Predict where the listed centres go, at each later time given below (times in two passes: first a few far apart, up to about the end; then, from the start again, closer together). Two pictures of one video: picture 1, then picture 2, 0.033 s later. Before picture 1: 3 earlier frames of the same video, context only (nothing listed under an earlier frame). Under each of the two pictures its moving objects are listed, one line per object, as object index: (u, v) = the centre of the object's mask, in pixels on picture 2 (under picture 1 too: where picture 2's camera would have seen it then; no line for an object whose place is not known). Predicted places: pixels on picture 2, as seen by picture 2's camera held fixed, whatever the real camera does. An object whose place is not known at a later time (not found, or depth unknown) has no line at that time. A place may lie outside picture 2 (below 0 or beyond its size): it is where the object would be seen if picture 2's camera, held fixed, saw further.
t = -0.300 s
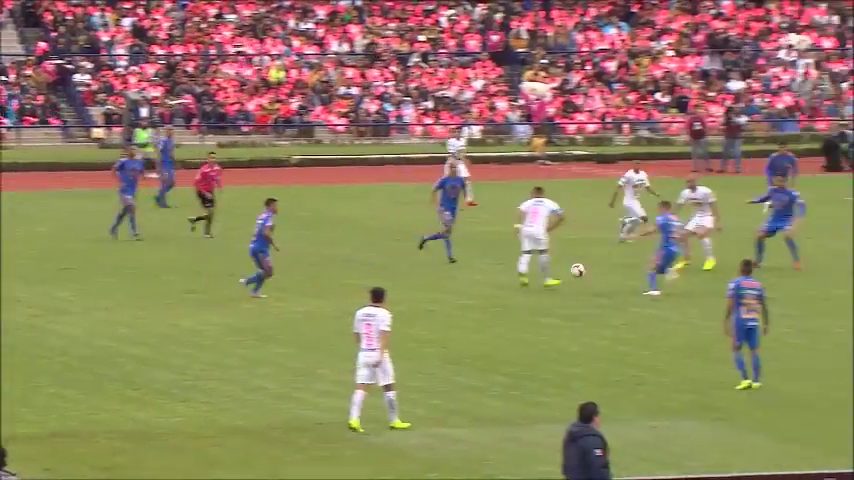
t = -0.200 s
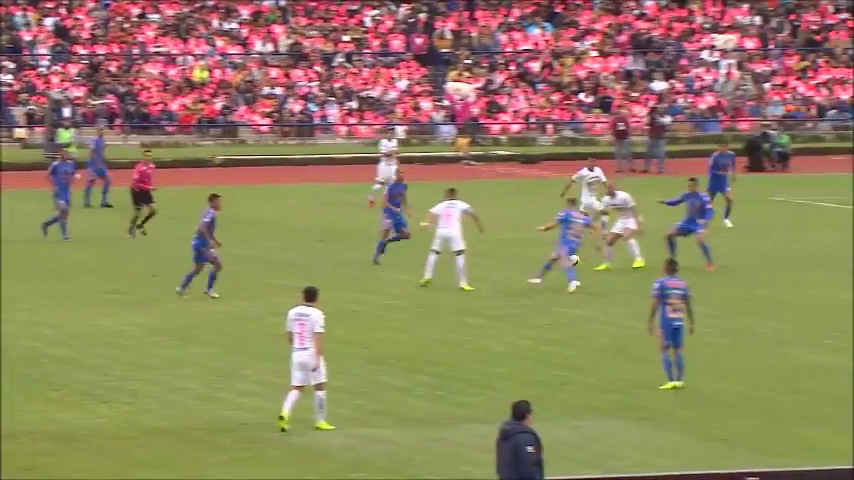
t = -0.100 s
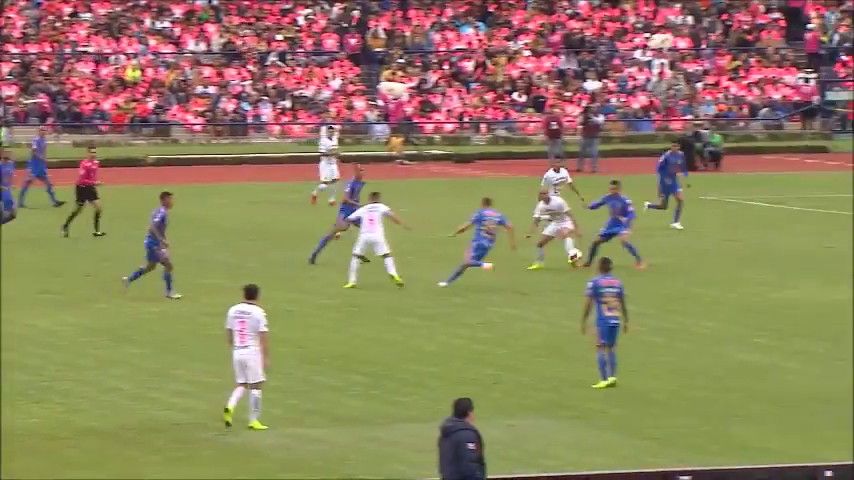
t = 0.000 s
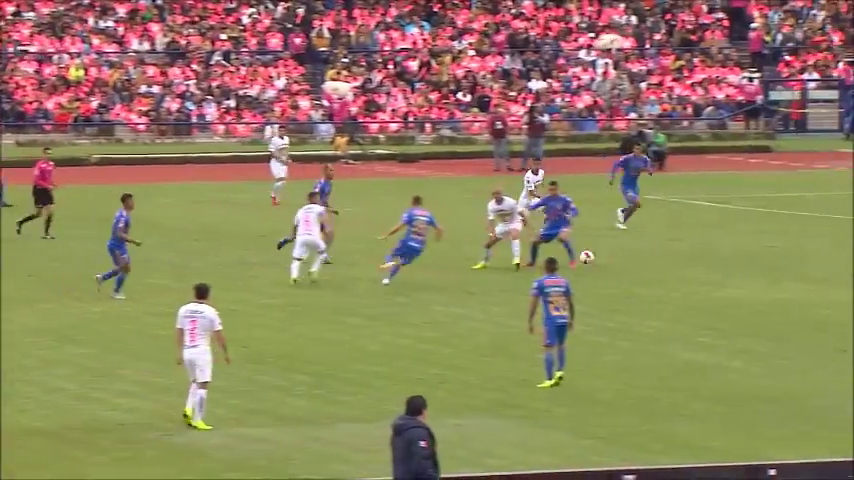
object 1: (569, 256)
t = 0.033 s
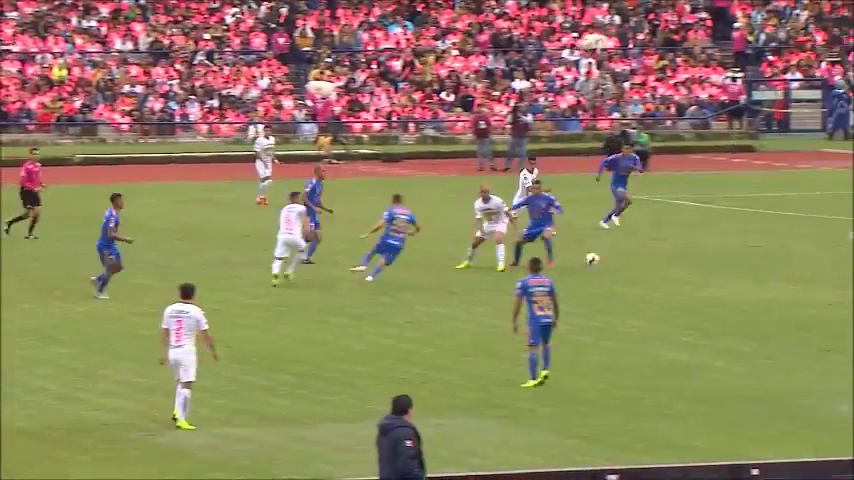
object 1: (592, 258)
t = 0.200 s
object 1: (699, 263)
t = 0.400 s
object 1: (818, 260)
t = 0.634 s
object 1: (943, 252)
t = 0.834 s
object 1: (1046, 261)
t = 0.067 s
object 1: (614, 262)
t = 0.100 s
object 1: (637, 266)
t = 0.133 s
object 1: (659, 270)
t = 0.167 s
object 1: (679, 266)
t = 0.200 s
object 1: (699, 263)
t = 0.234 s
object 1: (719, 260)
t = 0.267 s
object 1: (739, 259)
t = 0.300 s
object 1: (759, 258)
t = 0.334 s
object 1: (779, 258)
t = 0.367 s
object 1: (798, 259)
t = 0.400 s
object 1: (818, 260)
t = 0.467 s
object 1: (857, 264)
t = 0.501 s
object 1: (875, 261)
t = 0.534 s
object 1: (892, 258)
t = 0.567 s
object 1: (909, 255)
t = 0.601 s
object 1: (926, 254)
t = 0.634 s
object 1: (943, 252)
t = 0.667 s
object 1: (960, 253)
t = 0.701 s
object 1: (977, 253)
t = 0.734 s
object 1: (995, 255)
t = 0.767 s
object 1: (1012, 257)
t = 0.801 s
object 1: (1029, 261)
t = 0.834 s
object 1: (1046, 261)
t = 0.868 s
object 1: (1061, 259)
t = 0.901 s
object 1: (1078, 258)
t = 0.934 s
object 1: (1094, 257)
